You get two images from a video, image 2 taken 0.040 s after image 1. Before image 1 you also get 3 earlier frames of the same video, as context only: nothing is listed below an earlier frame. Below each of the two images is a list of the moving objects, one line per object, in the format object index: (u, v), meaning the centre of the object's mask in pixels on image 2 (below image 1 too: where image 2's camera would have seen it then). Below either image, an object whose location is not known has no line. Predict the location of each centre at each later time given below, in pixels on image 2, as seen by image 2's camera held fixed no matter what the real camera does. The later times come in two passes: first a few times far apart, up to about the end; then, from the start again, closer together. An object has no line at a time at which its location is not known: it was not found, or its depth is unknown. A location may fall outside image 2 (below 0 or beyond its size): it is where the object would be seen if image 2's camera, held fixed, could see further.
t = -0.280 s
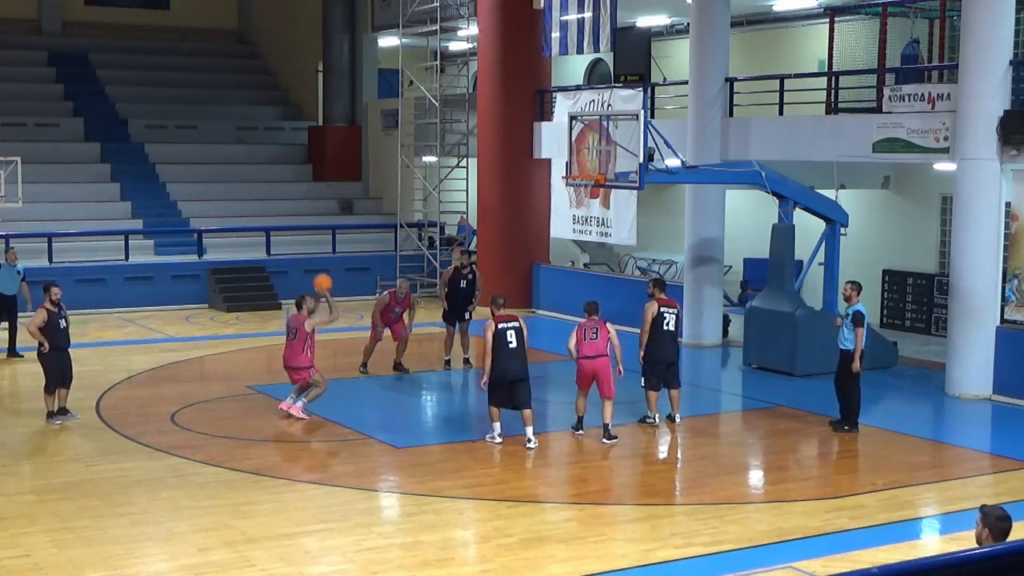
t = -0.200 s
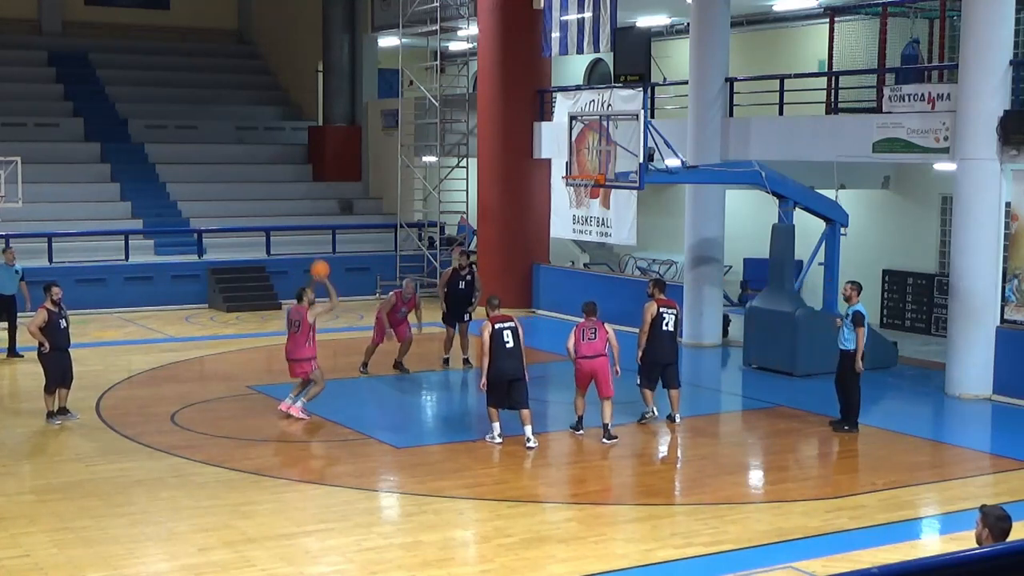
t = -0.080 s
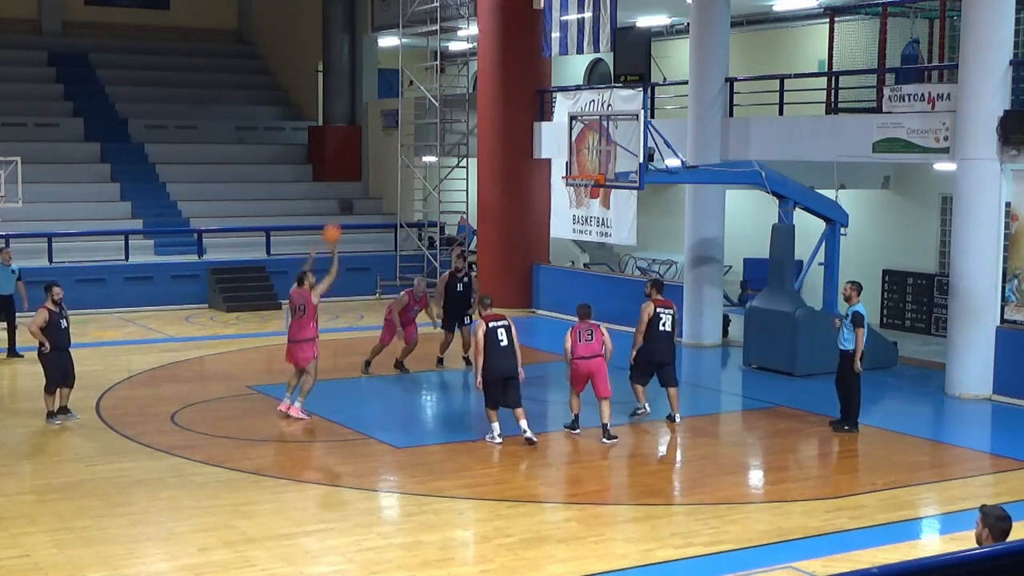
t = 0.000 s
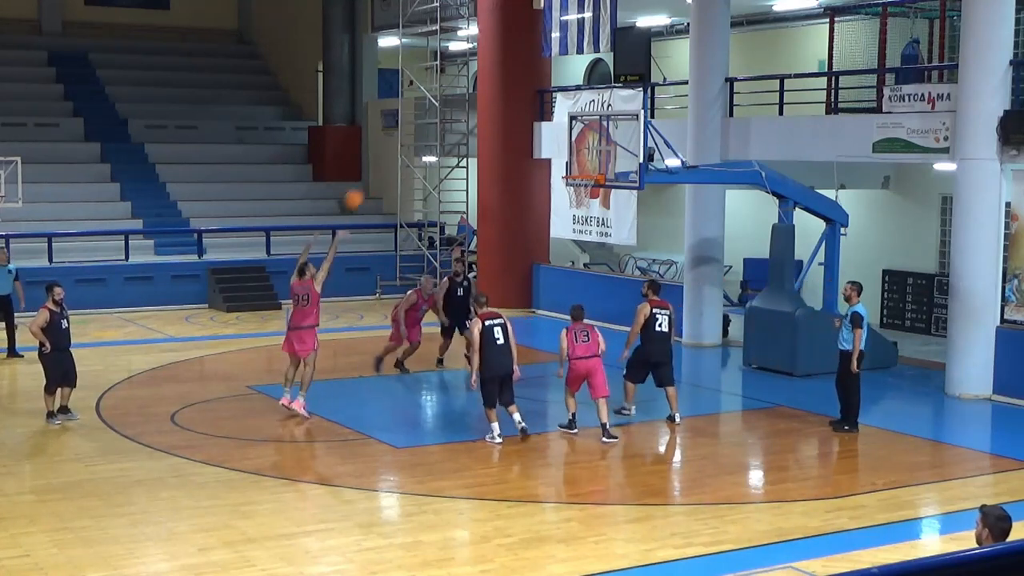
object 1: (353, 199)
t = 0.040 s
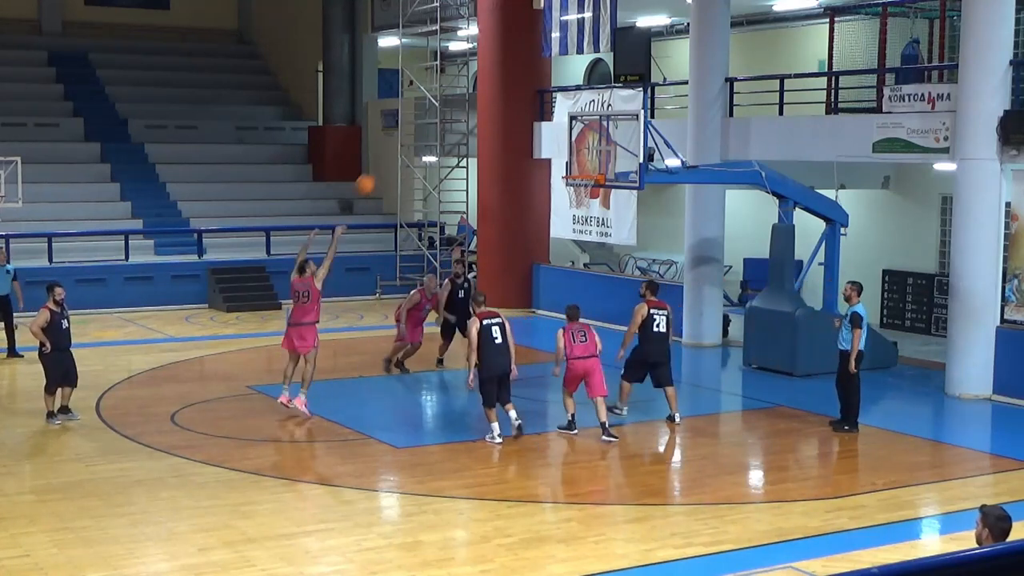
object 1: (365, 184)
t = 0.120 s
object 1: (387, 158)
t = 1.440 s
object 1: (487, 219)
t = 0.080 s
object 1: (376, 170)
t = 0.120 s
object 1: (387, 158)
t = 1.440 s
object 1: (487, 219)
